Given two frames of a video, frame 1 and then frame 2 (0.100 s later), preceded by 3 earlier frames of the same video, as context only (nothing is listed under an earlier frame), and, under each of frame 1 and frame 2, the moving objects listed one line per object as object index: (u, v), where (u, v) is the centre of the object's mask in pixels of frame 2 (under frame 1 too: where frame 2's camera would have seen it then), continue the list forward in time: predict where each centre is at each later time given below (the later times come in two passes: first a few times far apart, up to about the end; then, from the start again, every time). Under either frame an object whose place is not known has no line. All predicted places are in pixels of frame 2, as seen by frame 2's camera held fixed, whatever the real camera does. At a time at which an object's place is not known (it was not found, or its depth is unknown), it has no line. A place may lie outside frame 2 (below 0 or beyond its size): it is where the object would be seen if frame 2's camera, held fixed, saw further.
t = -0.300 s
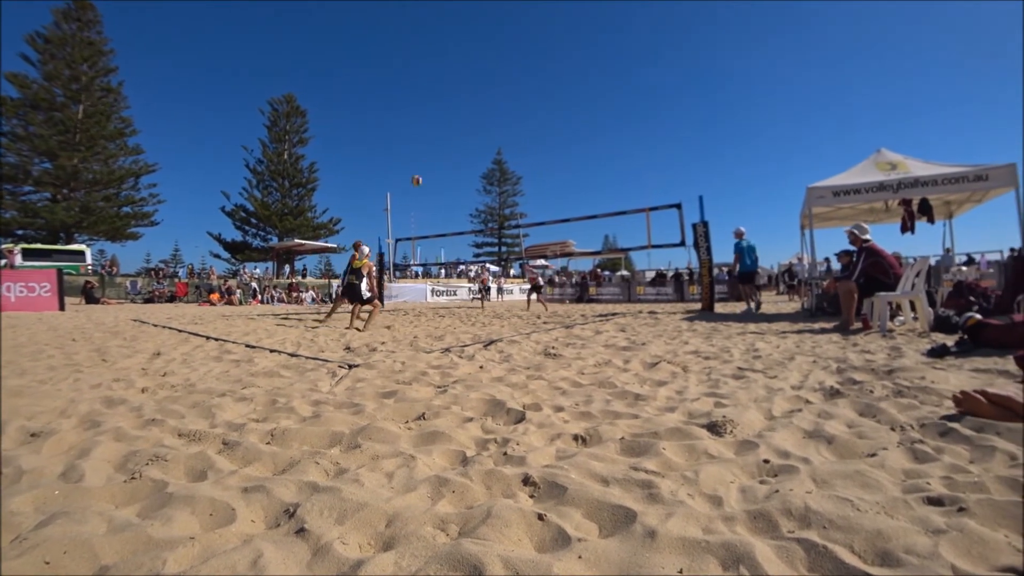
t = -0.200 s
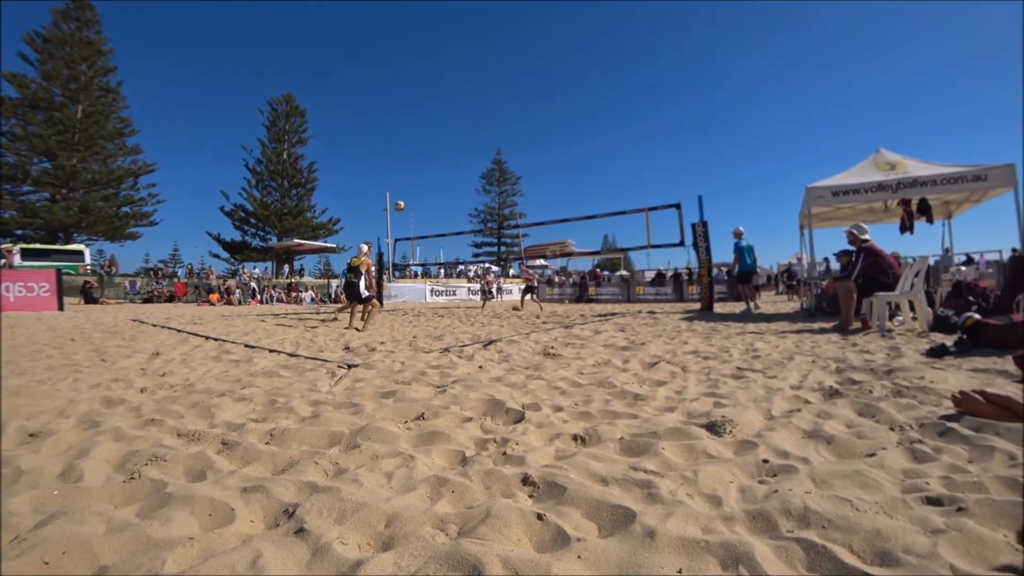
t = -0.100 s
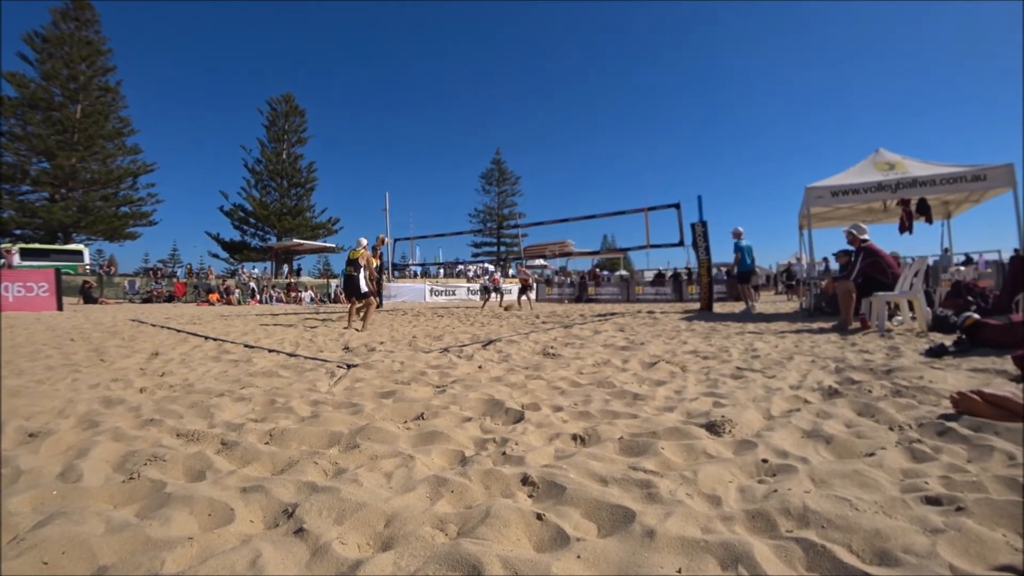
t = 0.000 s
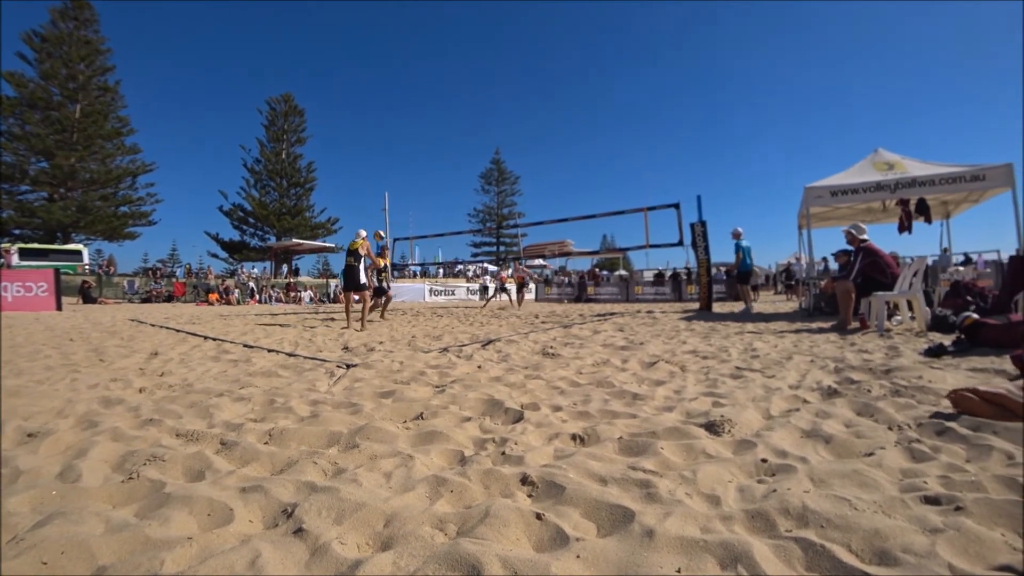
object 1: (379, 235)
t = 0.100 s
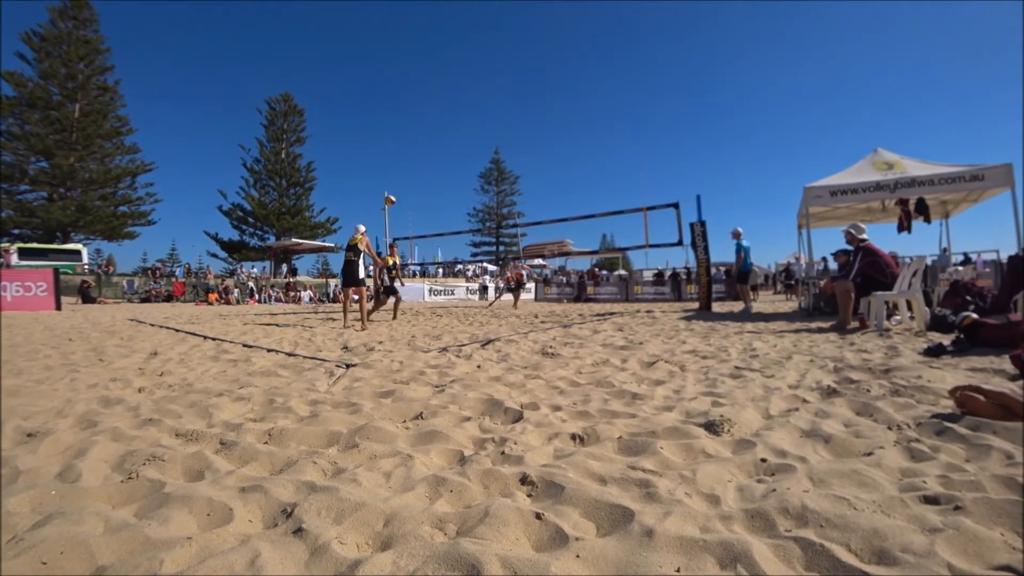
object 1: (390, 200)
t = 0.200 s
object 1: (401, 173)
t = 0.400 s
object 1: (421, 137)
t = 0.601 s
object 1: (440, 122)
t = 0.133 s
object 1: (394, 190)
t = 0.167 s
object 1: (397, 181)
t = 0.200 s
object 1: (401, 173)
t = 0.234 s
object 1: (404, 165)
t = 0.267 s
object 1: (408, 158)
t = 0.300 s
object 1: (411, 152)
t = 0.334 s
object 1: (415, 147)
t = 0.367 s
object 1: (418, 141)
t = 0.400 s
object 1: (421, 137)
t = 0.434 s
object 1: (424, 133)
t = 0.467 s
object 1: (428, 130)
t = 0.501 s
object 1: (431, 127)
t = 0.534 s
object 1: (434, 125)
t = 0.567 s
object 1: (437, 124)
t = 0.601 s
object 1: (440, 122)
